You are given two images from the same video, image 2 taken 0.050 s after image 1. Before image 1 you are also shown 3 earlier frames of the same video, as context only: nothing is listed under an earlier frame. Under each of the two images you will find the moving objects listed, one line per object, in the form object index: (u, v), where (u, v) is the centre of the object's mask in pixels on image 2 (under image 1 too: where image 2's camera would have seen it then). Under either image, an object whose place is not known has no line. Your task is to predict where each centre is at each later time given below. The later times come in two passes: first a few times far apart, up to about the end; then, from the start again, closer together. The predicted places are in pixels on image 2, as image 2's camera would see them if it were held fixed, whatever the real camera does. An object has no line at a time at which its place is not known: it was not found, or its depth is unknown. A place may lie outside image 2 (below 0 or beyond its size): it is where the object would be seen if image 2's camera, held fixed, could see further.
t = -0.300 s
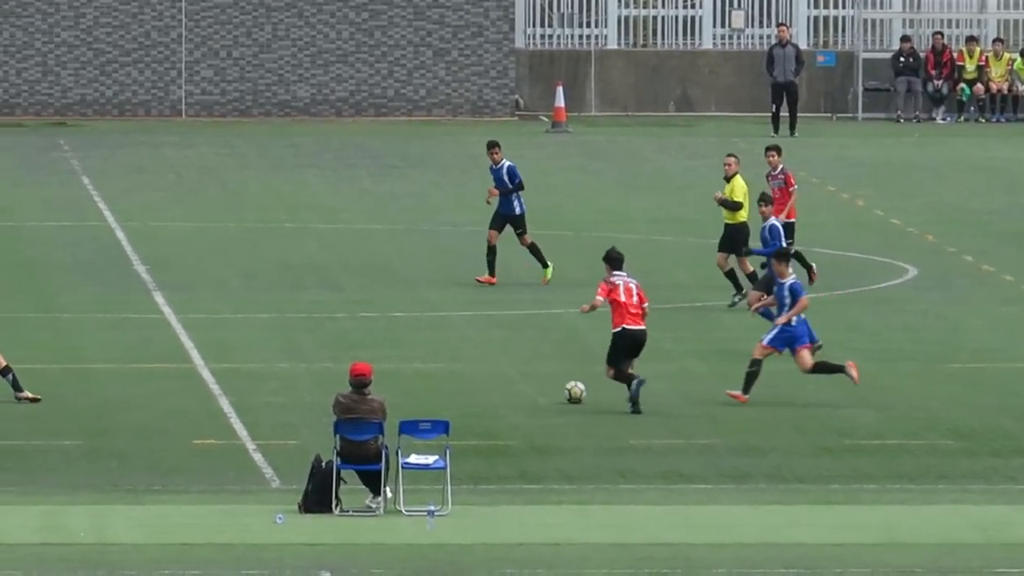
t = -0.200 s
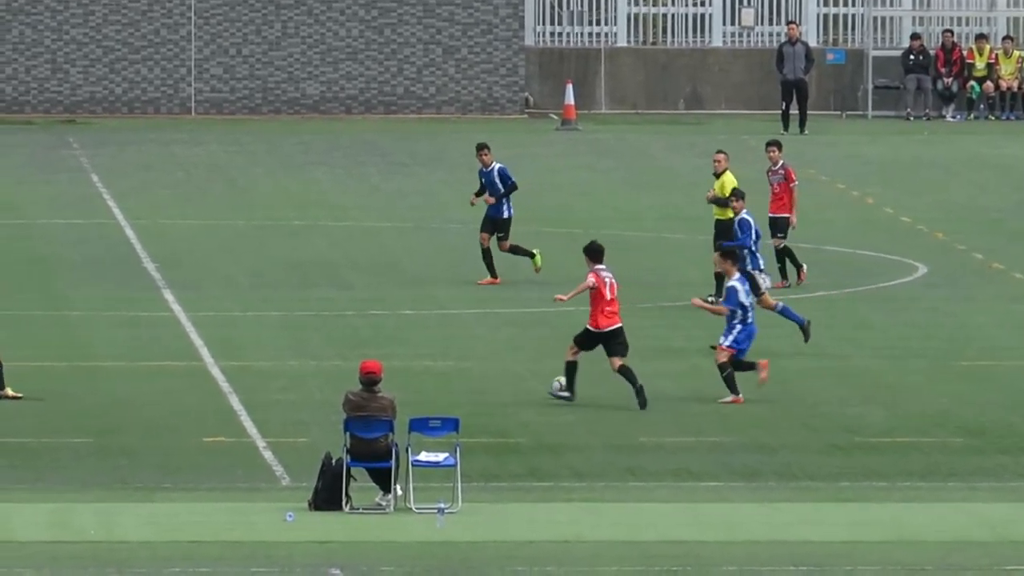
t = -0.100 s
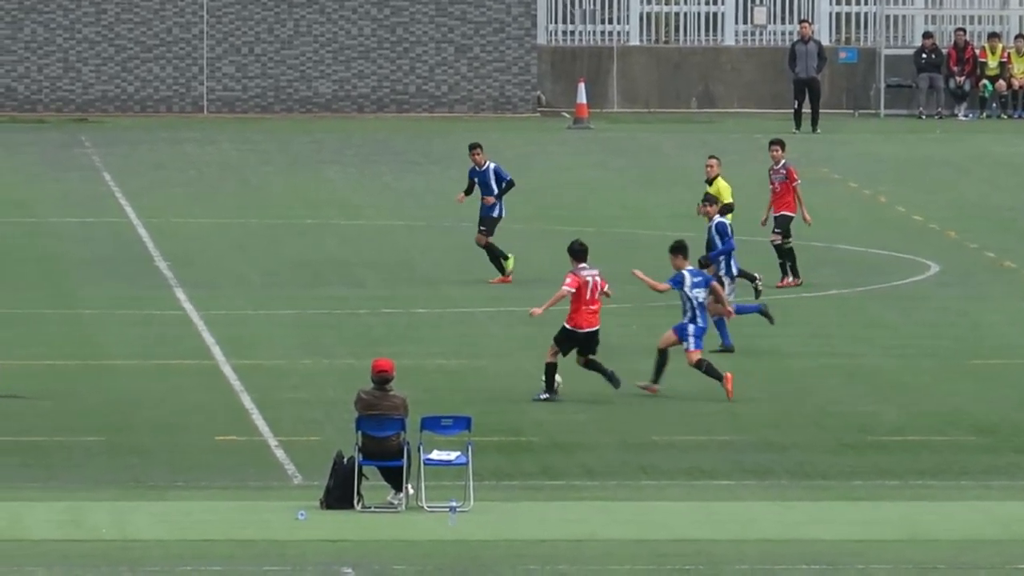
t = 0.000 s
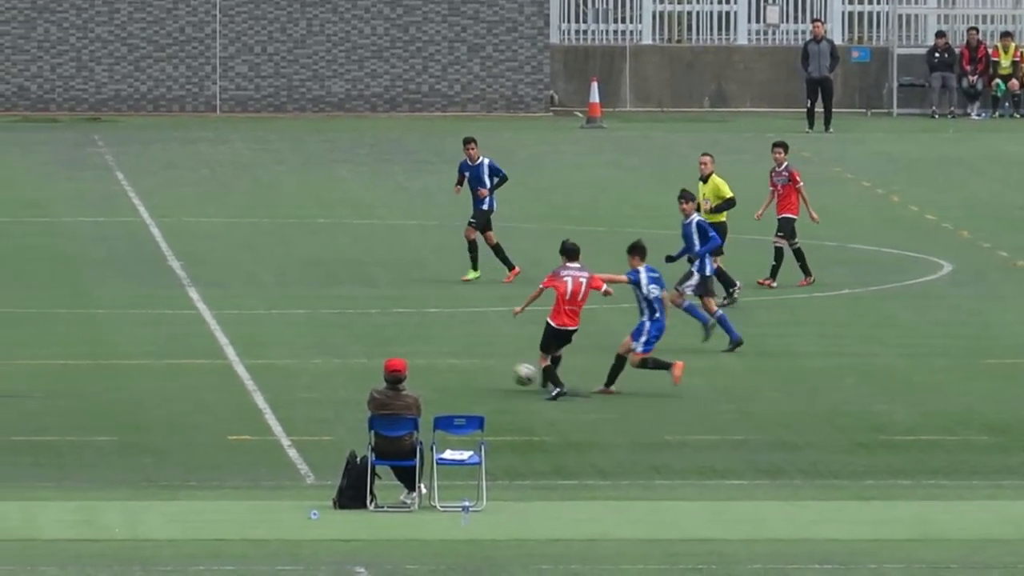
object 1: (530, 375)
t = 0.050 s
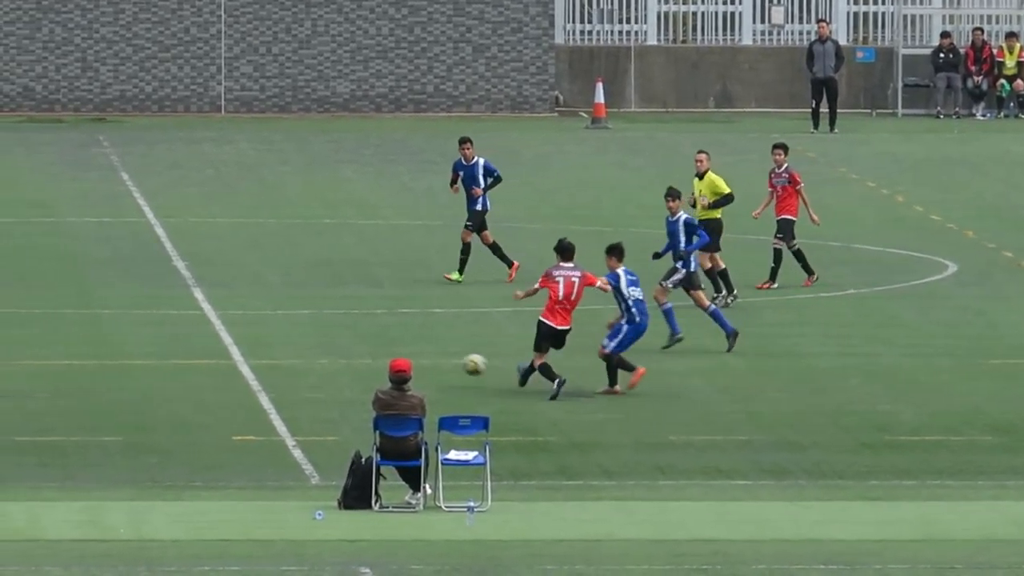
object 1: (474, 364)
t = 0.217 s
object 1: (302, 357)
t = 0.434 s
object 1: (120, 333)
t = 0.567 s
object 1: (18, 339)
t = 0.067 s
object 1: (457, 362)
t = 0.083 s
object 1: (439, 360)
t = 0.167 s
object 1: (352, 355)
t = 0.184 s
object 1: (335, 355)
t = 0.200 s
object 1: (318, 356)
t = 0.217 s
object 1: (302, 357)
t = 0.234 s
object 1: (284, 359)
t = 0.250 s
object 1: (267, 361)
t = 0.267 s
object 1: (252, 359)
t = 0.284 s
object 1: (239, 355)
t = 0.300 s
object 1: (225, 352)
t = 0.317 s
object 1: (212, 348)
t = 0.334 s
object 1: (199, 345)
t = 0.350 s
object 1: (185, 342)
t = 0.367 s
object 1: (172, 339)
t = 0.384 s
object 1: (159, 337)
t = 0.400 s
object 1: (146, 335)
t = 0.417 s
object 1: (133, 334)
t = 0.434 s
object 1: (120, 333)
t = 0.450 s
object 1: (107, 333)
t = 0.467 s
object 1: (94, 332)
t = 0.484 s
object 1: (81, 332)
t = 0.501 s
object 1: (68, 333)
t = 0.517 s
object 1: (56, 334)
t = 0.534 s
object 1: (43, 335)
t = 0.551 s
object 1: (30, 337)
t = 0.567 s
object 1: (18, 339)
